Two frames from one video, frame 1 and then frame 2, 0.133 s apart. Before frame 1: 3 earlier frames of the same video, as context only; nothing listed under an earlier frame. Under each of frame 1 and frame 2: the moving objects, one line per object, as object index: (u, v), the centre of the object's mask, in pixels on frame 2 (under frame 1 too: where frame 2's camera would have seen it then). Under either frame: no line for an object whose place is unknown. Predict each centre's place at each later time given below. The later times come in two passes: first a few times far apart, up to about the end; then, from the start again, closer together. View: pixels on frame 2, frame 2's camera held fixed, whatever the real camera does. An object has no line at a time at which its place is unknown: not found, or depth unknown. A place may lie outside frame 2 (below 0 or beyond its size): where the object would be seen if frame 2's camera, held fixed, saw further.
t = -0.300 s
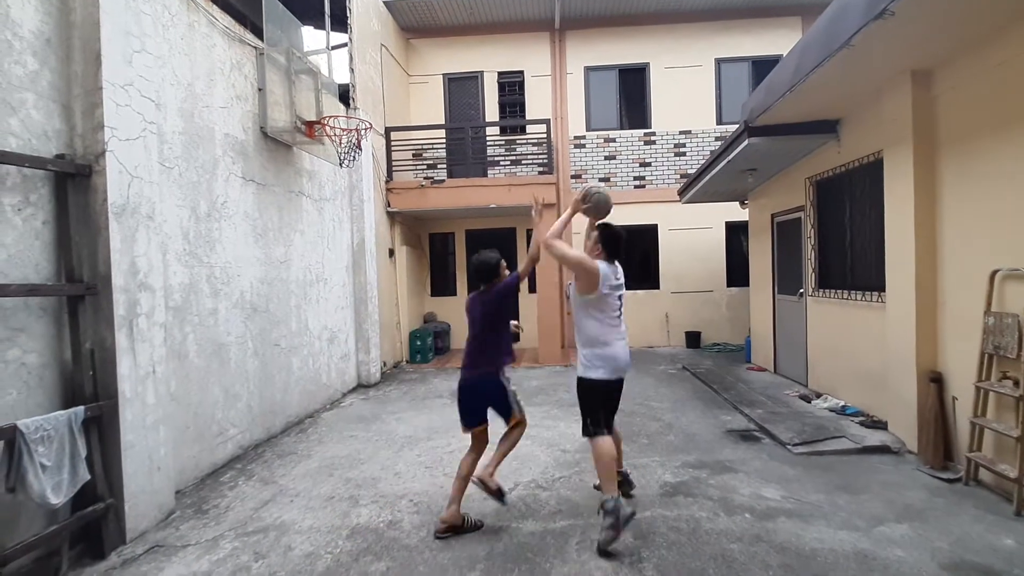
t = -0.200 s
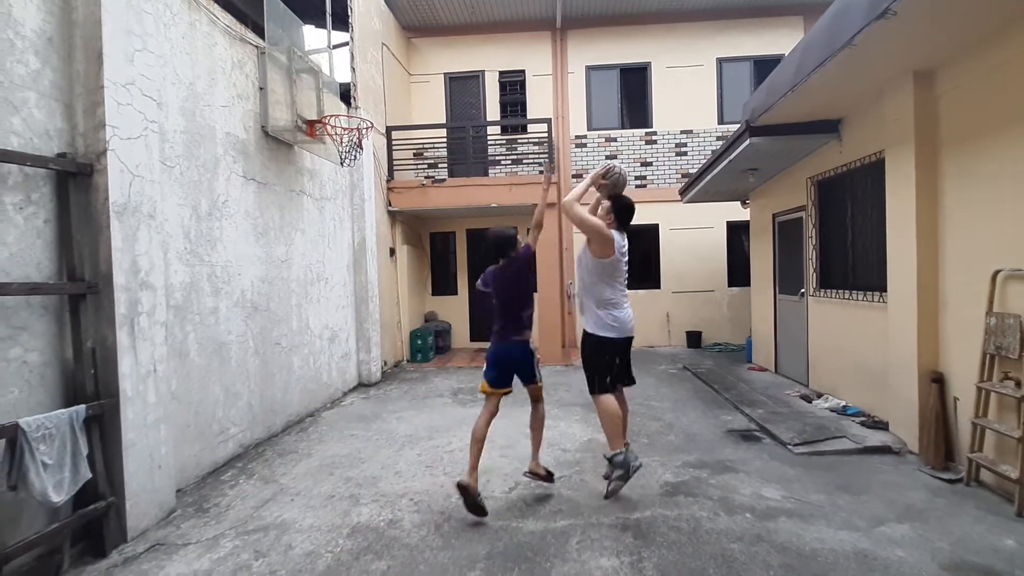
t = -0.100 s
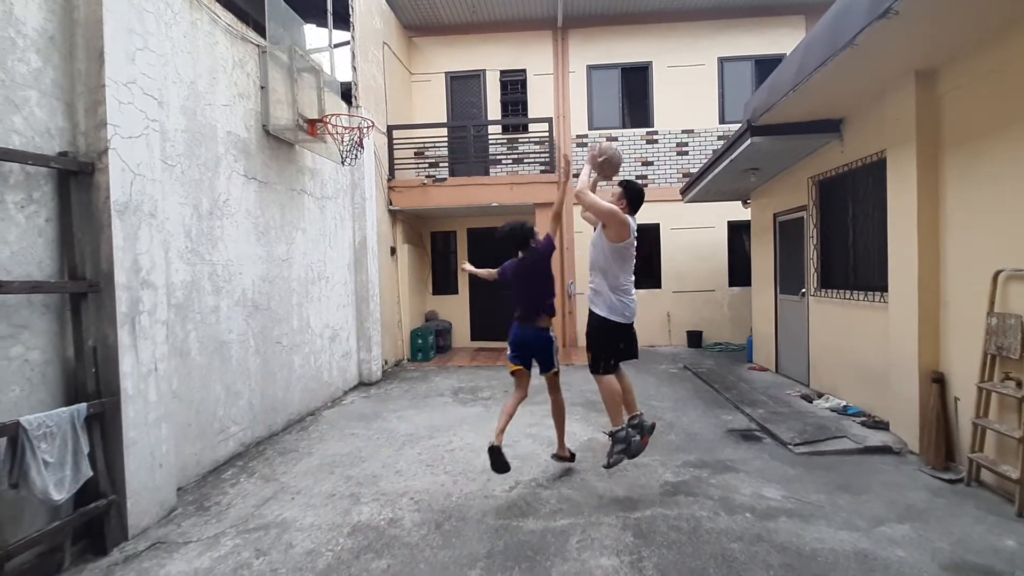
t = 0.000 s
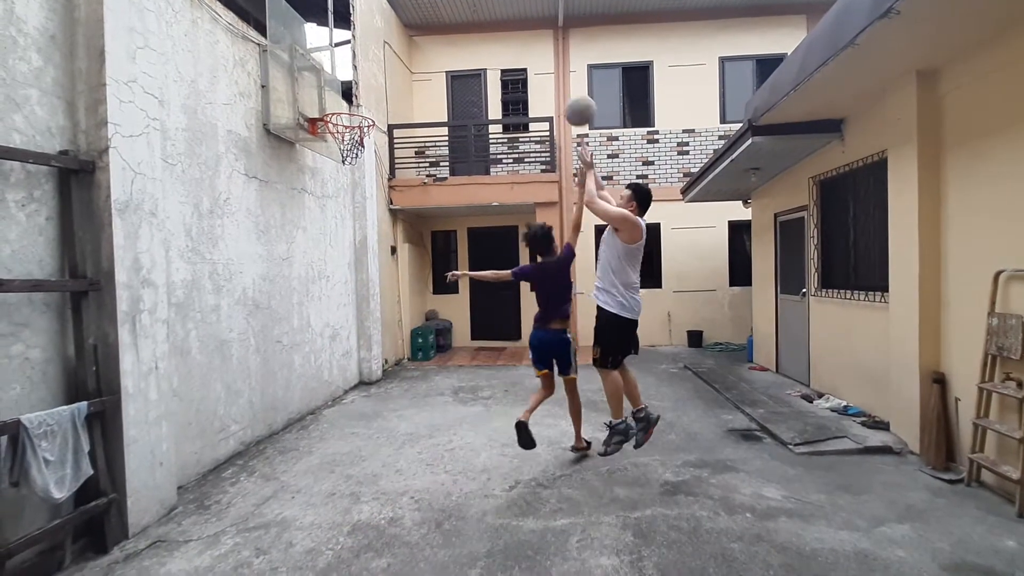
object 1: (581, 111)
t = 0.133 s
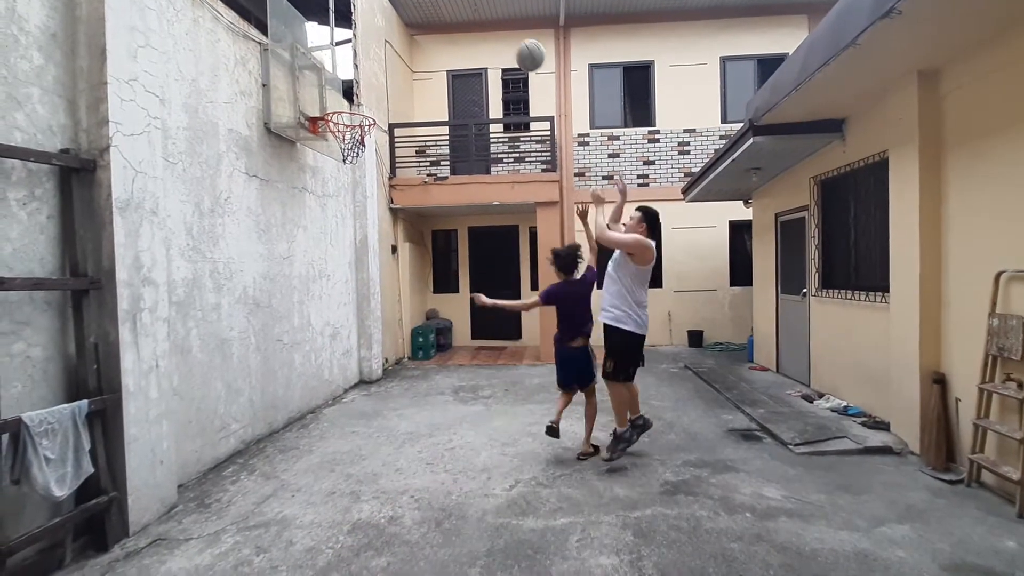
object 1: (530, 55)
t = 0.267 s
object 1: (485, 27)
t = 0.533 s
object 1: (412, 33)
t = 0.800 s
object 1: (354, 104)
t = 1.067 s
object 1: (390, 182)
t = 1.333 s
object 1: (453, 295)
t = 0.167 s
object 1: (518, 46)
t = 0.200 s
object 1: (507, 38)
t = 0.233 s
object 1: (496, 32)
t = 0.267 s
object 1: (485, 27)
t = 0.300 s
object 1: (475, 24)
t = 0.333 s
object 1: (465, 21)
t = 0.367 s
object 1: (455, 20)
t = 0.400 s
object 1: (446, 21)
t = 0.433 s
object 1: (437, 22)
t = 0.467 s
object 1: (428, 25)
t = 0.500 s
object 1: (420, 28)
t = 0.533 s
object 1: (412, 33)
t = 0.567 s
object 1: (404, 39)
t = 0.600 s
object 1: (396, 46)
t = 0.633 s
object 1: (389, 54)
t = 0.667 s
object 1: (381, 63)
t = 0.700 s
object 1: (374, 72)
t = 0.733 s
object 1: (367, 84)
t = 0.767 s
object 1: (360, 94)
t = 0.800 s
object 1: (354, 104)
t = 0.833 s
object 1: (349, 119)
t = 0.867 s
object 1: (342, 131)
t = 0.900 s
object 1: (344, 136)
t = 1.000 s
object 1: (372, 162)
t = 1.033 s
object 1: (381, 172)
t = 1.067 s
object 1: (390, 182)
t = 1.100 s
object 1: (399, 194)
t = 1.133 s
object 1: (407, 207)
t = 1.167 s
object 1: (415, 220)
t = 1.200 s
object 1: (423, 233)
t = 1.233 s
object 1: (430, 248)
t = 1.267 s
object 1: (438, 263)
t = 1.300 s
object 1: (446, 280)
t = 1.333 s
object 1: (453, 295)
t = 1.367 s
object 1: (461, 313)
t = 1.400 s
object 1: (468, 331)
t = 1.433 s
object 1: (474, 348)
